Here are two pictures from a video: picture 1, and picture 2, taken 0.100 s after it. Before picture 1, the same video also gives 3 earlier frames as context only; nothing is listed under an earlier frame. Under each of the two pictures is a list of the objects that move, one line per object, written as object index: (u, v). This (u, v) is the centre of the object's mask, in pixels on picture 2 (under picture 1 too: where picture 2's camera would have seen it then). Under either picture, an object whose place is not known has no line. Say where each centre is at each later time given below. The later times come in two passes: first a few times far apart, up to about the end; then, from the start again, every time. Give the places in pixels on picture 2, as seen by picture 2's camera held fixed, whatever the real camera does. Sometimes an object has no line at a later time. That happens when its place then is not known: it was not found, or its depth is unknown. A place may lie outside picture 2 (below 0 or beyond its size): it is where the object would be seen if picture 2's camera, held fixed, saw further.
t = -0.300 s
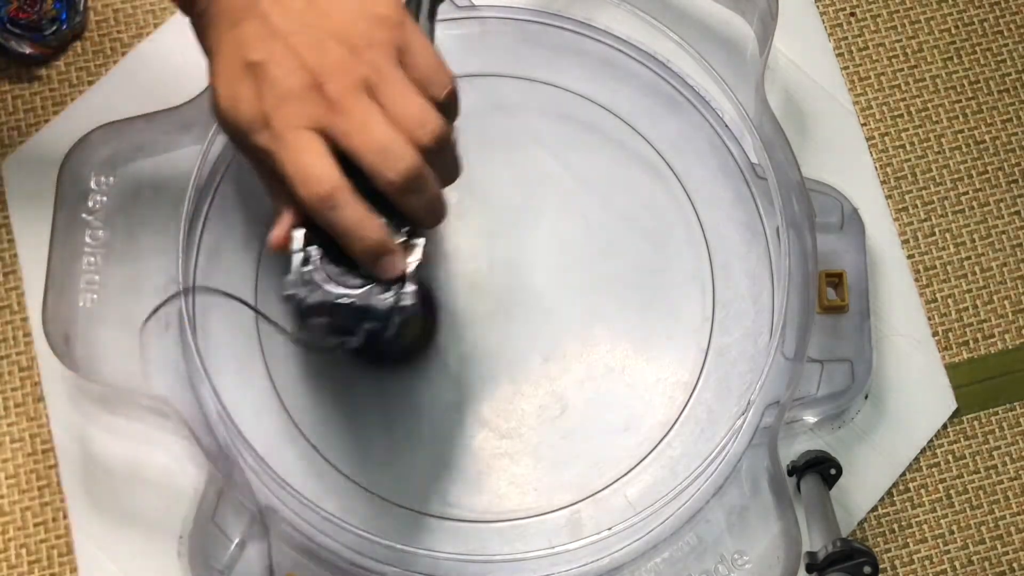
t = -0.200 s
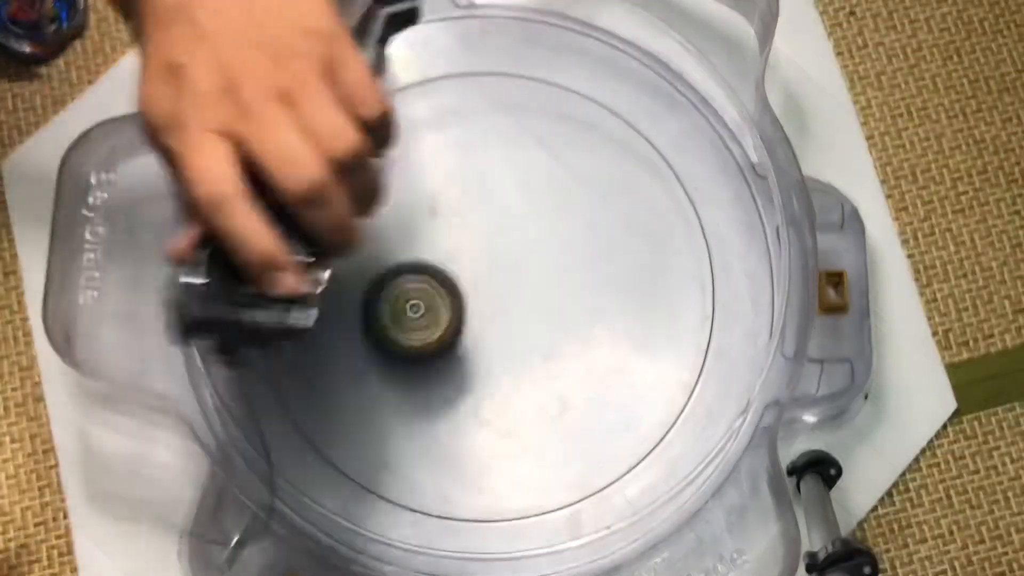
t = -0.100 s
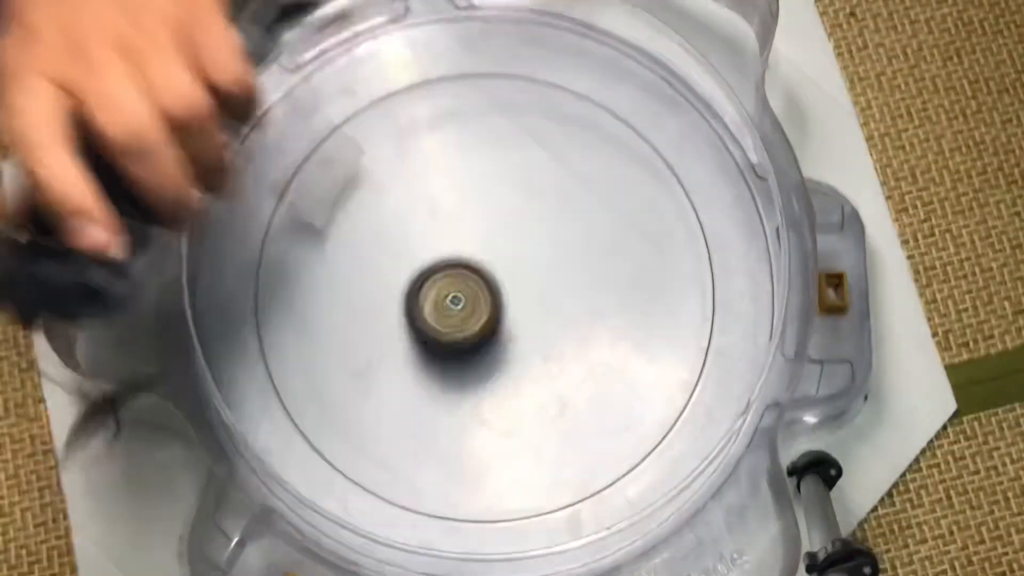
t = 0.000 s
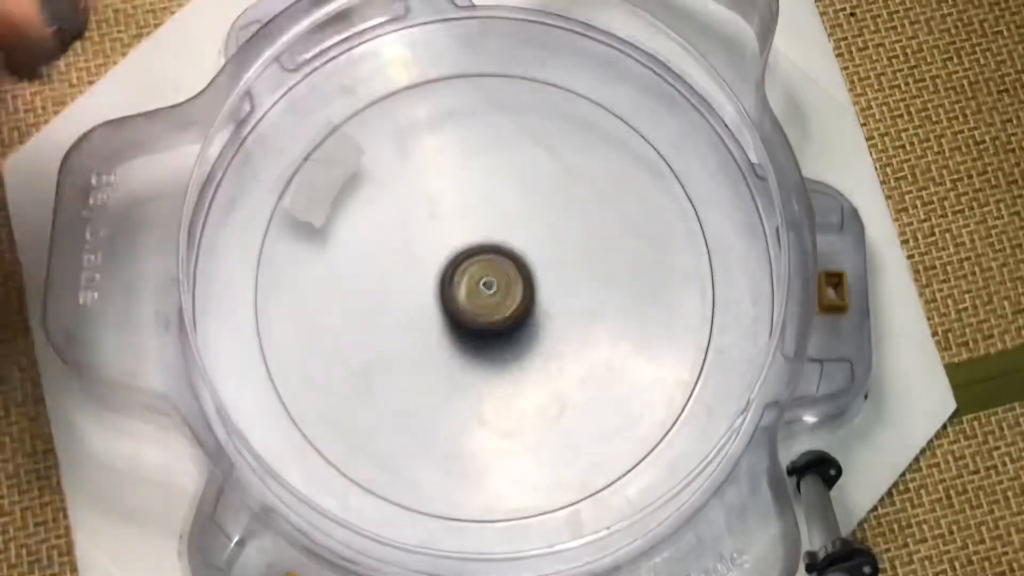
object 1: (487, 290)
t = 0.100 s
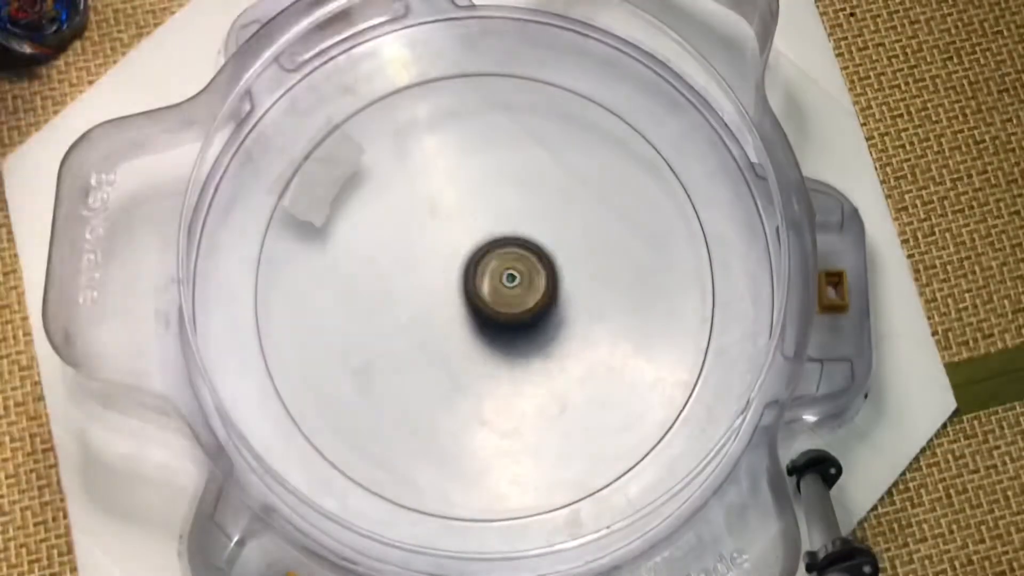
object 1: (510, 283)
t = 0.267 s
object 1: (535, 291)
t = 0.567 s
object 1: (543, 311)
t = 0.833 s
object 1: (525, 306)
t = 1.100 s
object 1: (507, 281)
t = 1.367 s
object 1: (500, 257)
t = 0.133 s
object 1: (516, 285)
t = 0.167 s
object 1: (522, 285)
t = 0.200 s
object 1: (526, 288)
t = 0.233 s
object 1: (530, 290)
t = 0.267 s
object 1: (535, 291)
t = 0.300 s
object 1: (537, 294)
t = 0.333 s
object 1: (540, 297)
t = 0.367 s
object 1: (541, 300)
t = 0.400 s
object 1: (543, 302)
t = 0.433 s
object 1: (544, 304)
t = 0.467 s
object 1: (544, 306)
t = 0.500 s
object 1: (544, 308)
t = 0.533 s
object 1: (544, 310)
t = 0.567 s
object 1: (543, 311)
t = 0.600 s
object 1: (542, 312)
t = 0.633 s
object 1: (540, 312)
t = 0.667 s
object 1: (538, 312)
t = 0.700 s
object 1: (535, 312)
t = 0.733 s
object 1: (533, 311)
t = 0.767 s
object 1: (530, 310)
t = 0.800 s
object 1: (527, 308)
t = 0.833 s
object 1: (525, 306)
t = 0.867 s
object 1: (522, 303)
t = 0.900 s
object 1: (519, 301)
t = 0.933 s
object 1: (517, 298)
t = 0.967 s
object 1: (514, 294)
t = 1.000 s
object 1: (512, 291)
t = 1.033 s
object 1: (510, 288)
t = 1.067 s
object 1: (509, 284)
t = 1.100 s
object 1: (507, 281)
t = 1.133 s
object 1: (506, 277)
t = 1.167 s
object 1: (505, 273)
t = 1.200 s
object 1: (504, 270)
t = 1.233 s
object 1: (502, 267)
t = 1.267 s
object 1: (502, 264)
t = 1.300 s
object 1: (501, 261)
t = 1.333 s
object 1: (500, 259)
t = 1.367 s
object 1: (500, 257)
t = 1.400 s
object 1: (499, 254)
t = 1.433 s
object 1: (498, 254)
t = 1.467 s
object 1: (498, 252)
